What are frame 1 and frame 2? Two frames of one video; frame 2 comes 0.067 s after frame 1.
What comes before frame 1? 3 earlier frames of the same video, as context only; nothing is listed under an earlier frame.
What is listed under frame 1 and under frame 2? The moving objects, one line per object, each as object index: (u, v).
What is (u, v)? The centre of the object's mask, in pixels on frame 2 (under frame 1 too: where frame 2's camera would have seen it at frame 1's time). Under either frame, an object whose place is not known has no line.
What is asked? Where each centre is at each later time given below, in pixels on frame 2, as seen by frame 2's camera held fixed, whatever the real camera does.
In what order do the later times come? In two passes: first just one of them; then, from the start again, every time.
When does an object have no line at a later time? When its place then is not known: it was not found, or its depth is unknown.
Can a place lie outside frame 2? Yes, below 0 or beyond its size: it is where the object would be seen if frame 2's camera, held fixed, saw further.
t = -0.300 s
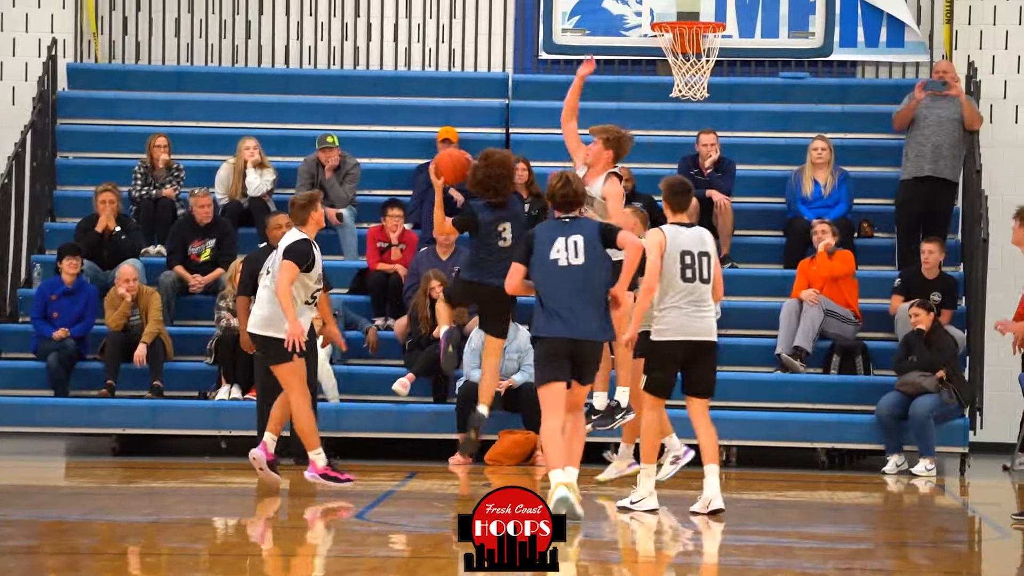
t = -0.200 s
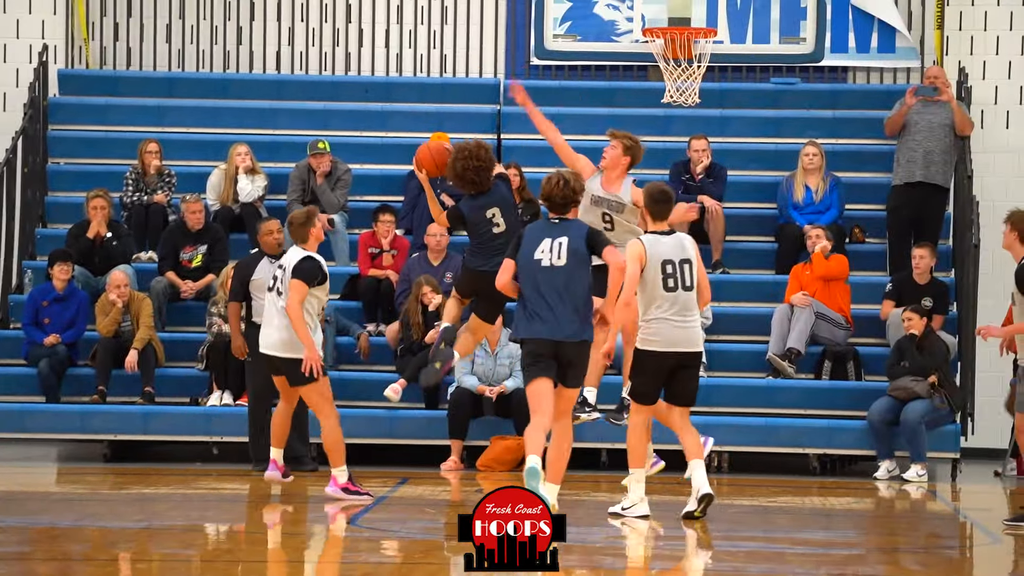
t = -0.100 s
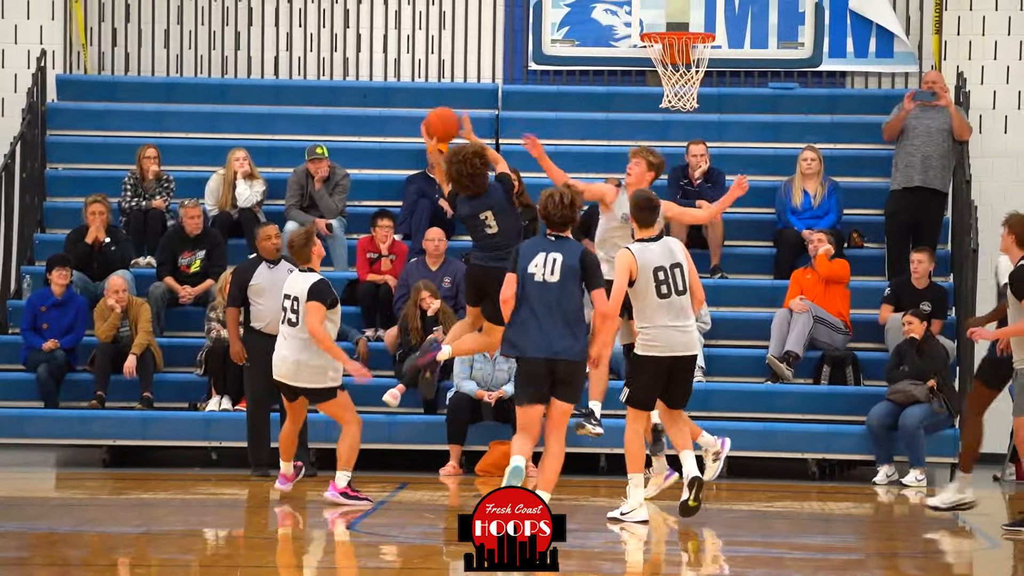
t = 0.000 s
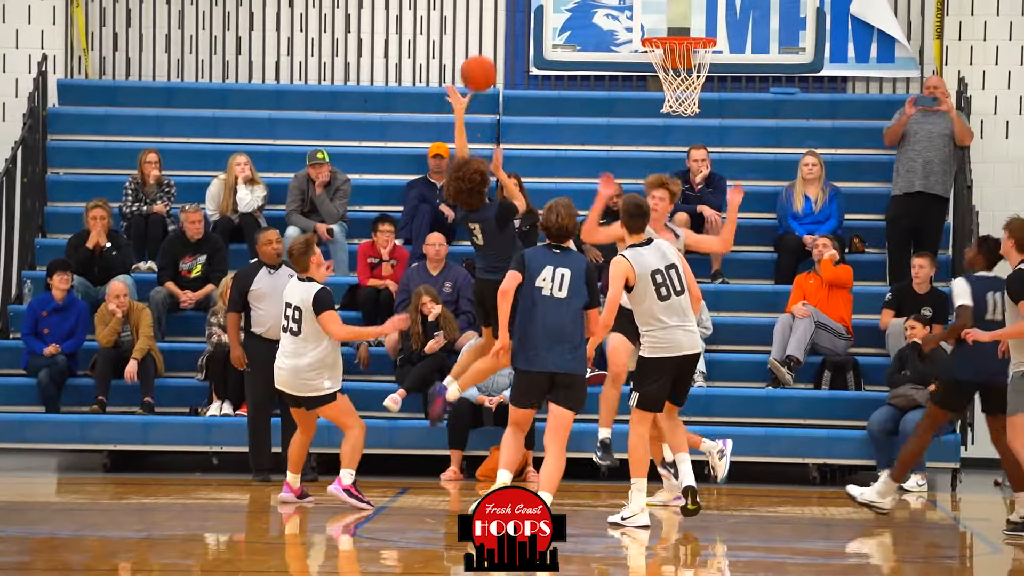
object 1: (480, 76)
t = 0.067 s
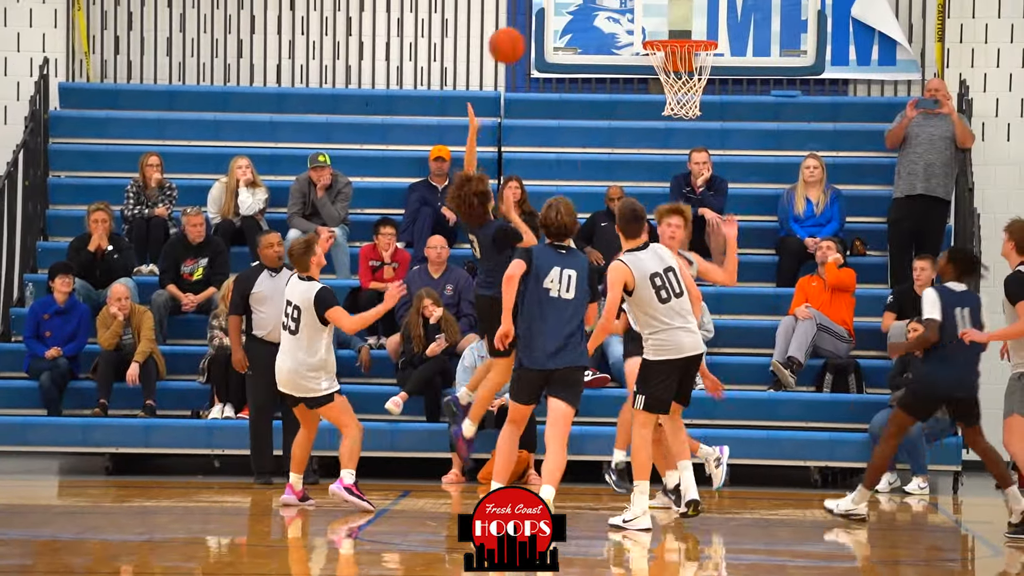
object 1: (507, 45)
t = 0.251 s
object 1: (580, 1)
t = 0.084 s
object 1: (513, 38)
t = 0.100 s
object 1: (520, 32)
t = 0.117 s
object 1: (525, 27)
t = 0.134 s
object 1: (533, 21)
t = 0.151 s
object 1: (540, 16)
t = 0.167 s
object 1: (546, 12)
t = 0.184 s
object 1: (554, 9)
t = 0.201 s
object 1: (560, 6)
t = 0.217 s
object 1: (567, 4)
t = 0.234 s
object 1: (573, 2)
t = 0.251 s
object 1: (580, 1)
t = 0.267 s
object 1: (586, -2)
